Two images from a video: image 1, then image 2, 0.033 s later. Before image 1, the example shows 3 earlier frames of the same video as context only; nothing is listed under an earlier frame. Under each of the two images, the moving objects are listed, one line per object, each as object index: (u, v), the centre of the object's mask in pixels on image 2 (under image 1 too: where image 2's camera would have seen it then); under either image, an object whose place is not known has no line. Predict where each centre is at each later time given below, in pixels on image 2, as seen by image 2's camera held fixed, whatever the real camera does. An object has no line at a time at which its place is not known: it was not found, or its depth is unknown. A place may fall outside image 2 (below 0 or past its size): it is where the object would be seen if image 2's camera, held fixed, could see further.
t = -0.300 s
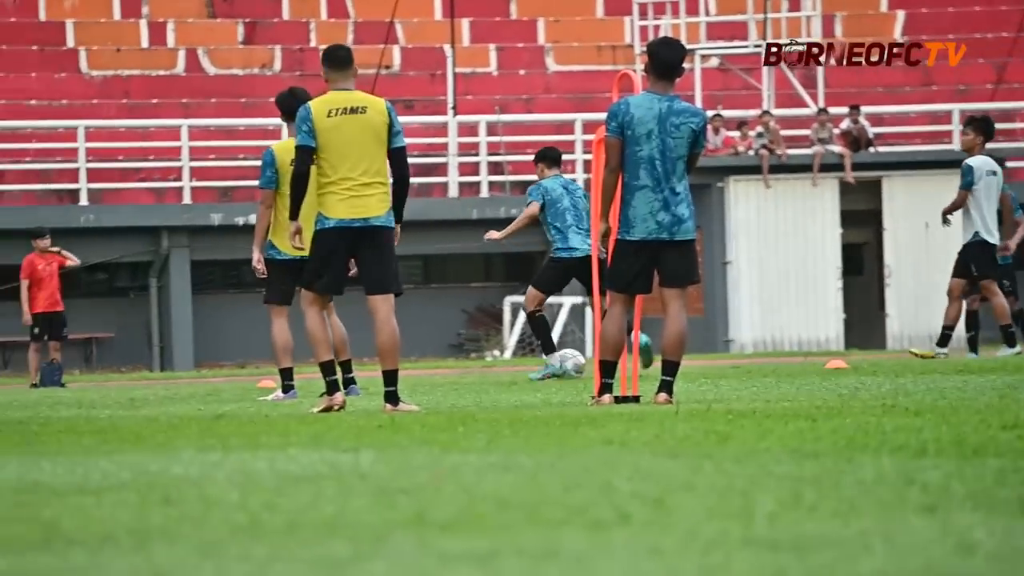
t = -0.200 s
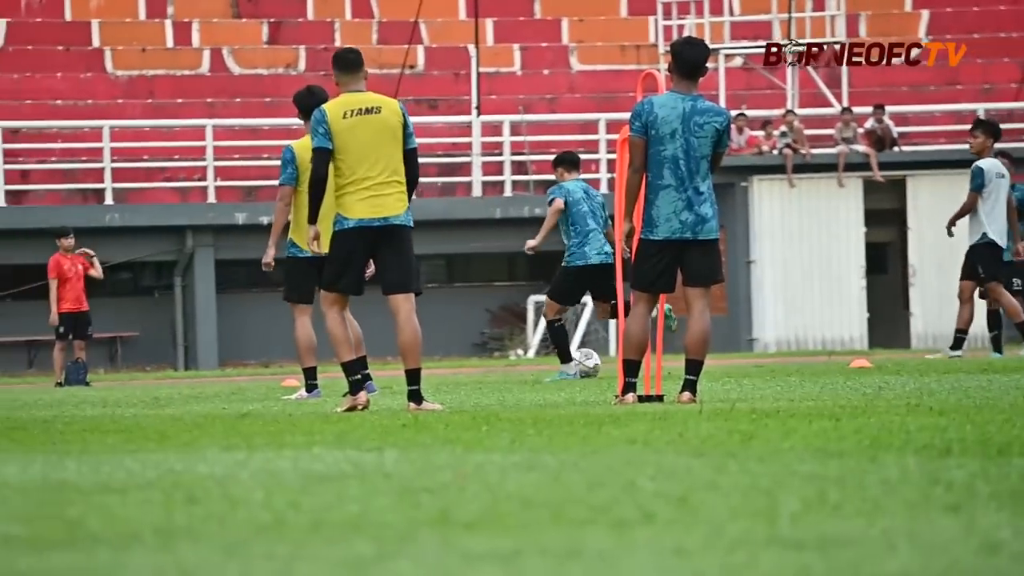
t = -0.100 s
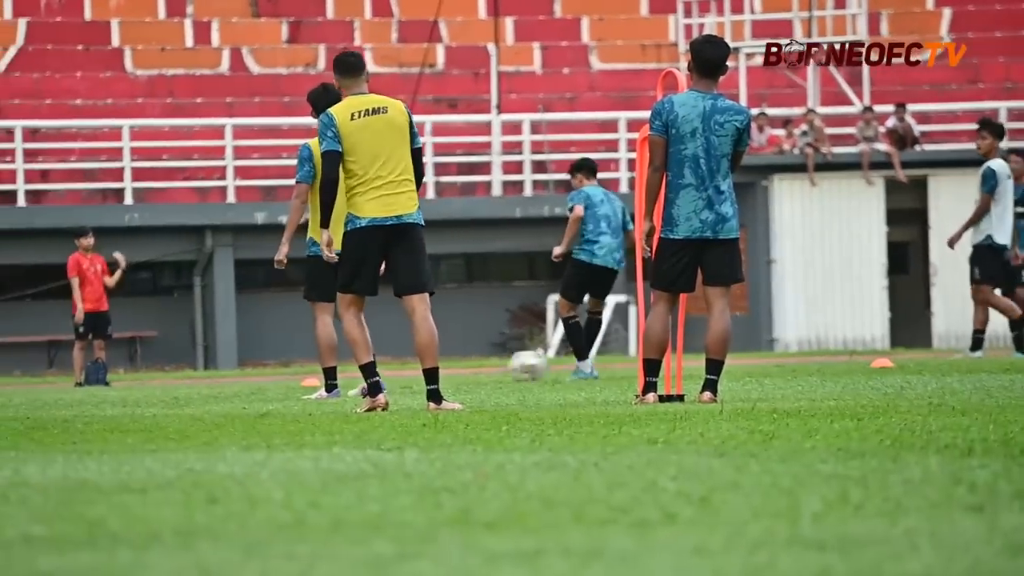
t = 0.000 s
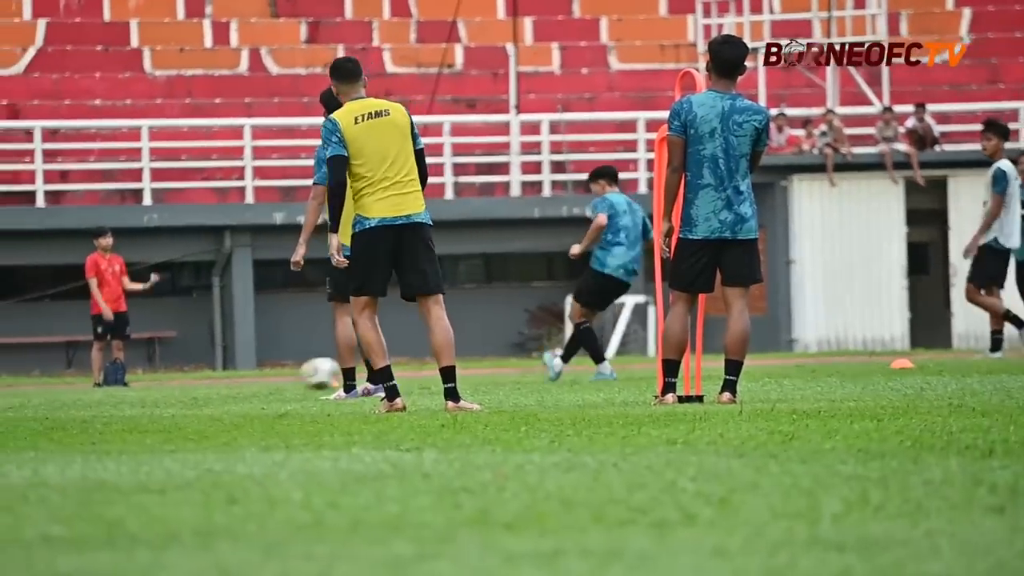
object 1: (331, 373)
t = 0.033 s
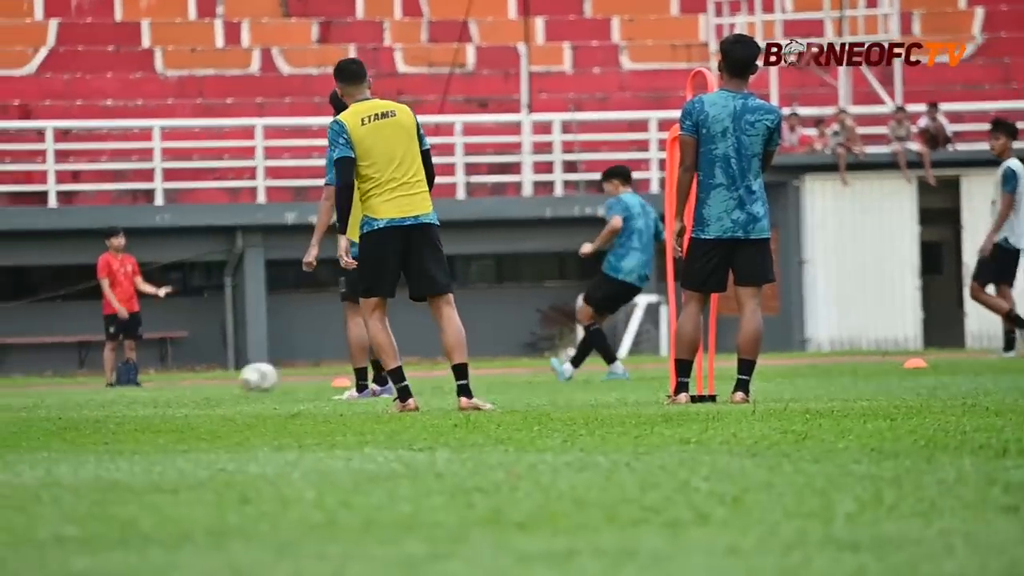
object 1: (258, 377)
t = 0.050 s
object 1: (223, 379)
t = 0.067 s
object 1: (188, 379)
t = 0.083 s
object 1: (154, 380)
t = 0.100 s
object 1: (120, 381)
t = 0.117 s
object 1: (89, 381)
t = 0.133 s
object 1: (55, 381)
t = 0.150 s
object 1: (22, 381)
